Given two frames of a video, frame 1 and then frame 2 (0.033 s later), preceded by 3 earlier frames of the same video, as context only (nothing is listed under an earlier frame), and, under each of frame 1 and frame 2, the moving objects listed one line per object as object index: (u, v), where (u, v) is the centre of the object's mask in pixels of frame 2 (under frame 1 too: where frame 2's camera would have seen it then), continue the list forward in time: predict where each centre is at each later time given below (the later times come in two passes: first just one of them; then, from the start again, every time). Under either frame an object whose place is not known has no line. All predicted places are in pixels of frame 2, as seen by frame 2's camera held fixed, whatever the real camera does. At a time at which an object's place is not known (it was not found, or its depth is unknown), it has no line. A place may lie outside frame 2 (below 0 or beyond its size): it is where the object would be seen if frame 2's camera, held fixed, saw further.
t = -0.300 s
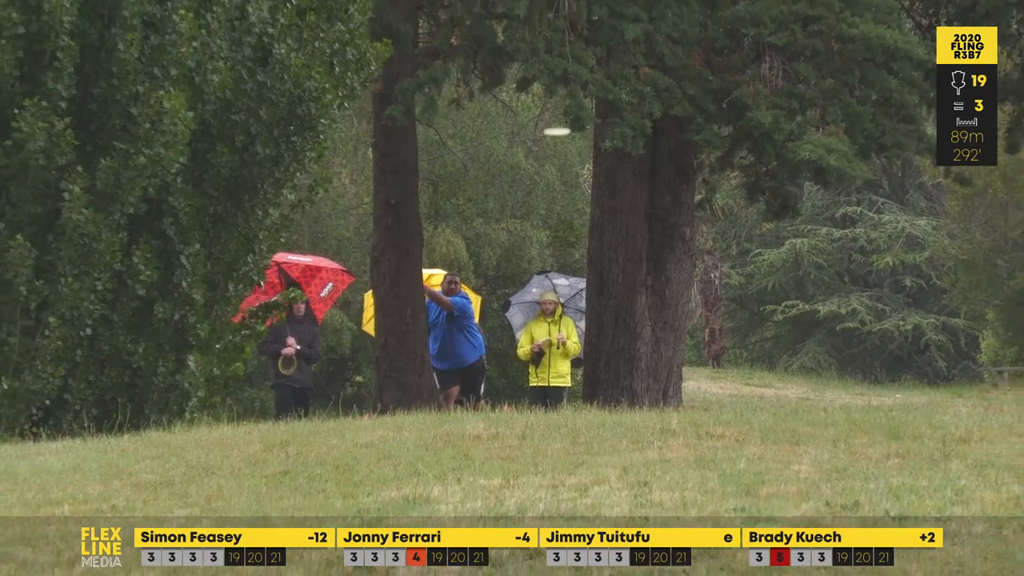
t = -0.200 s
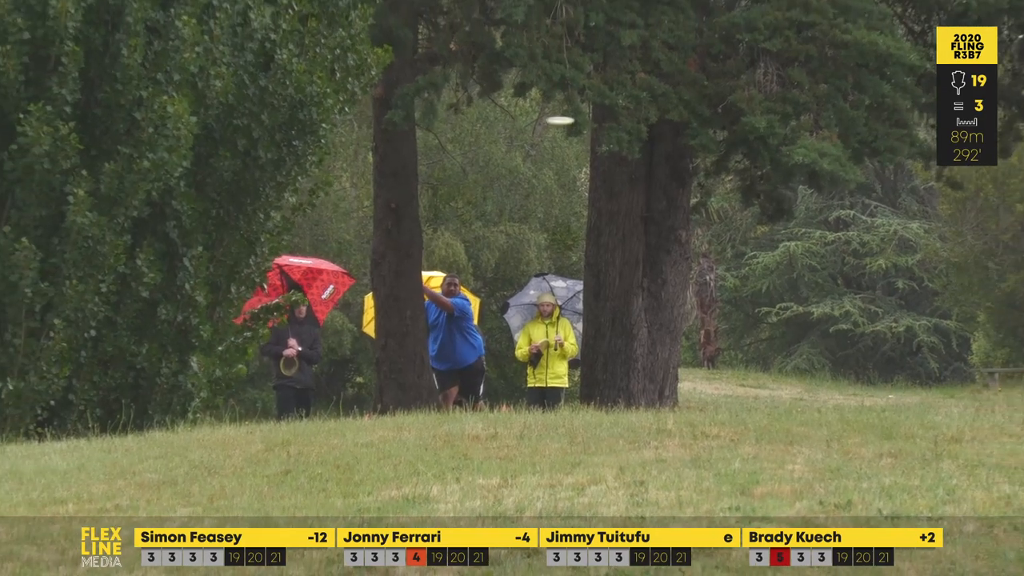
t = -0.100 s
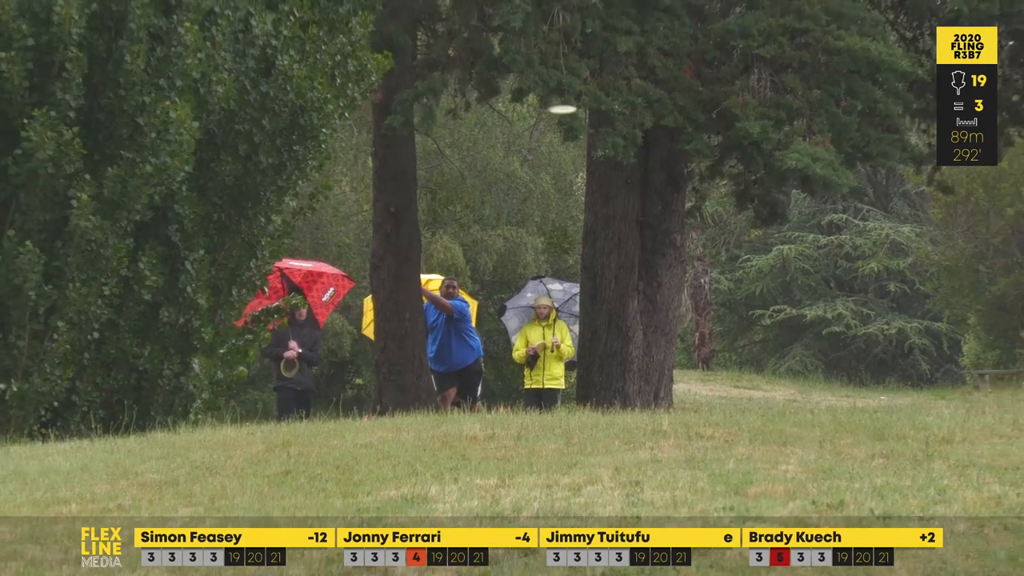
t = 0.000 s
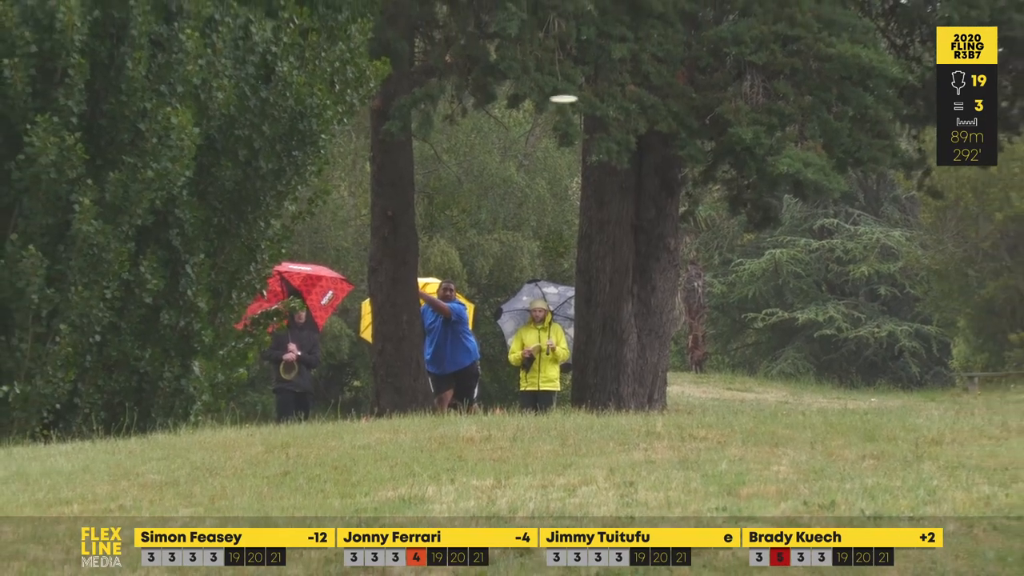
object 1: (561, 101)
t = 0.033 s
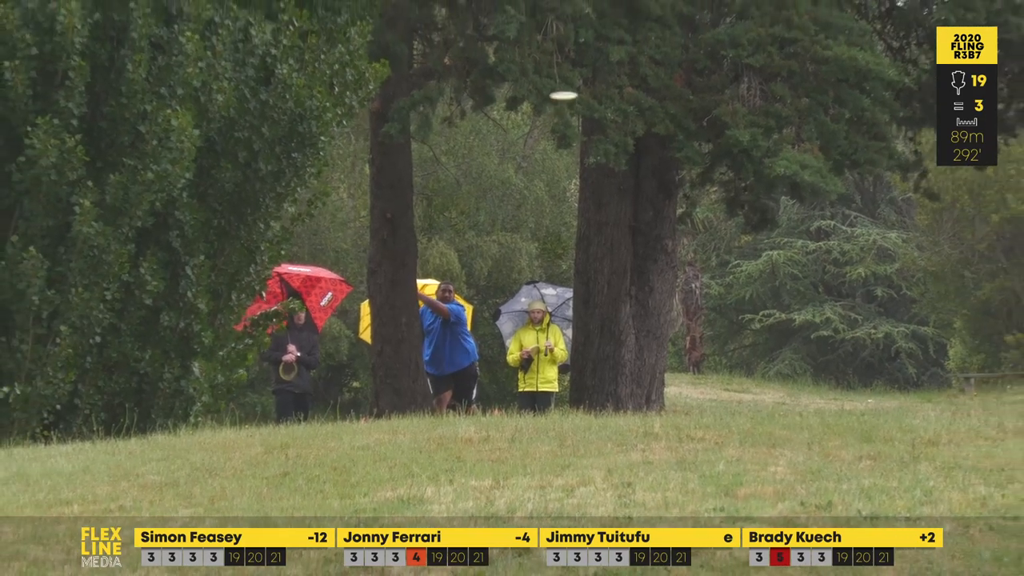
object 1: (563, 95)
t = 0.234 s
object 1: (575, 62)
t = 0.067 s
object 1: (565, 90)
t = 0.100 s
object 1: (567, 84)
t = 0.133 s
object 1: (569, 79)
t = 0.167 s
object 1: (571, 73)
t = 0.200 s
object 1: (573, 68)
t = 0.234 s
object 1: (575, 62)
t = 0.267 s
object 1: (577, 57)
